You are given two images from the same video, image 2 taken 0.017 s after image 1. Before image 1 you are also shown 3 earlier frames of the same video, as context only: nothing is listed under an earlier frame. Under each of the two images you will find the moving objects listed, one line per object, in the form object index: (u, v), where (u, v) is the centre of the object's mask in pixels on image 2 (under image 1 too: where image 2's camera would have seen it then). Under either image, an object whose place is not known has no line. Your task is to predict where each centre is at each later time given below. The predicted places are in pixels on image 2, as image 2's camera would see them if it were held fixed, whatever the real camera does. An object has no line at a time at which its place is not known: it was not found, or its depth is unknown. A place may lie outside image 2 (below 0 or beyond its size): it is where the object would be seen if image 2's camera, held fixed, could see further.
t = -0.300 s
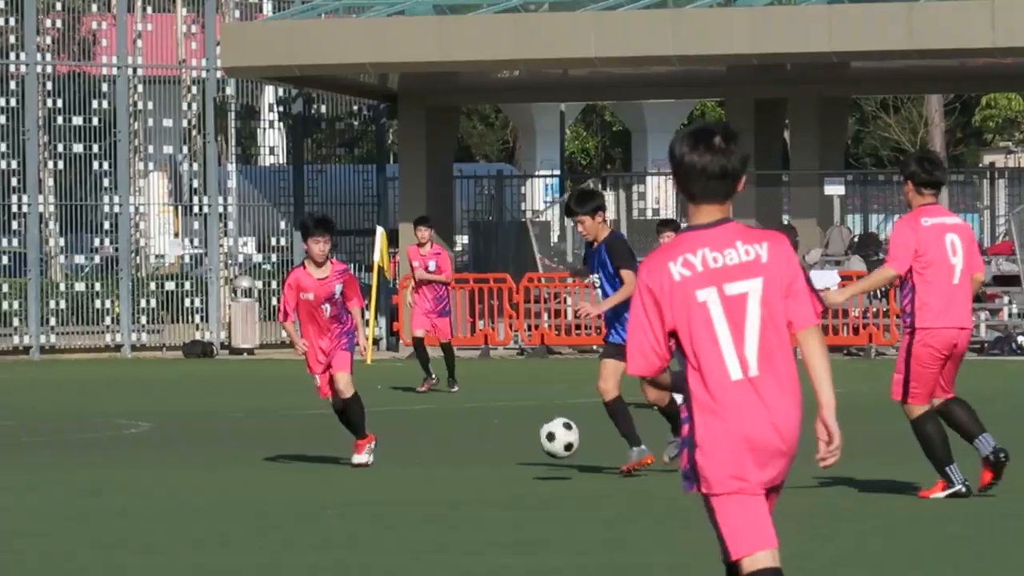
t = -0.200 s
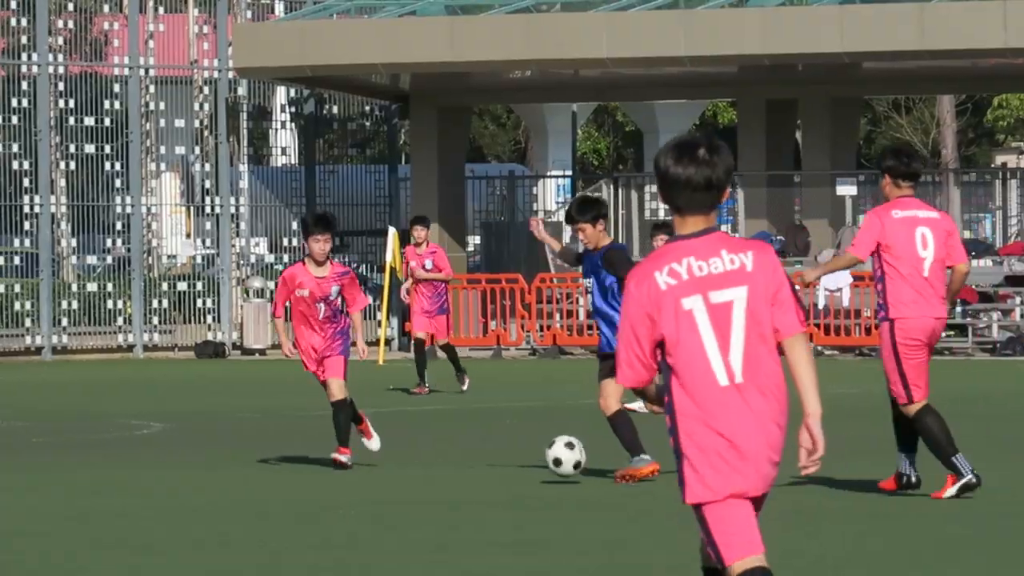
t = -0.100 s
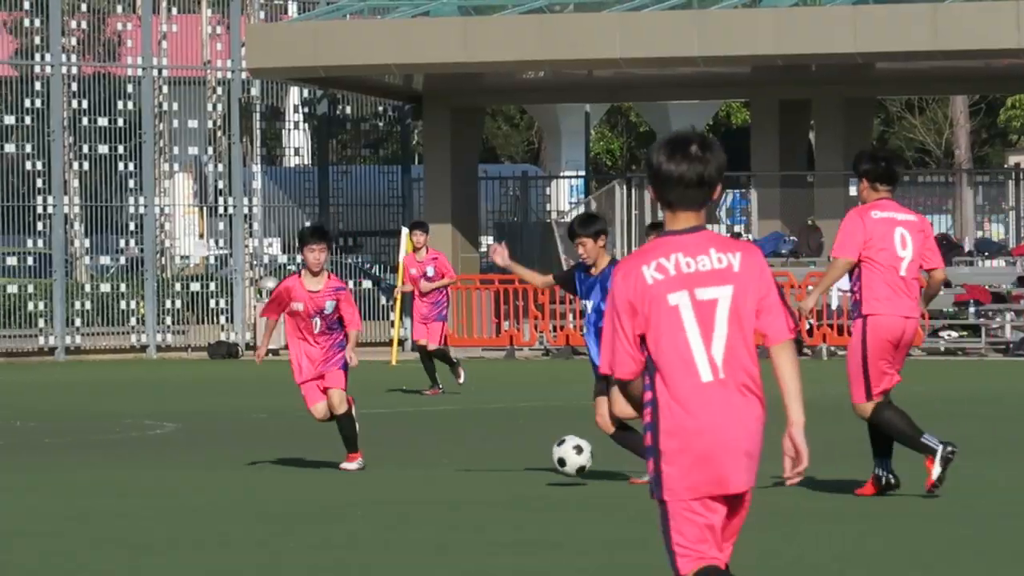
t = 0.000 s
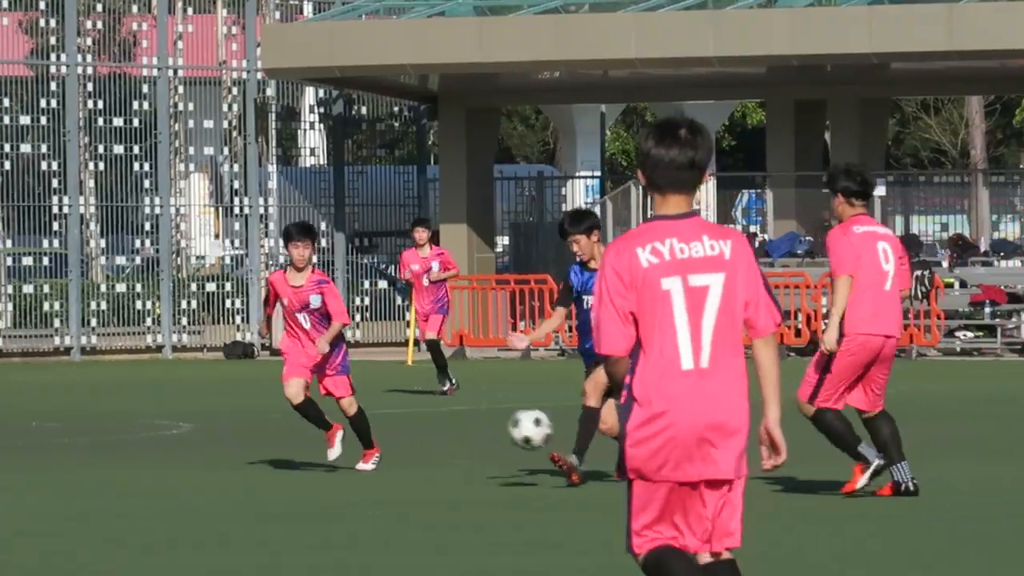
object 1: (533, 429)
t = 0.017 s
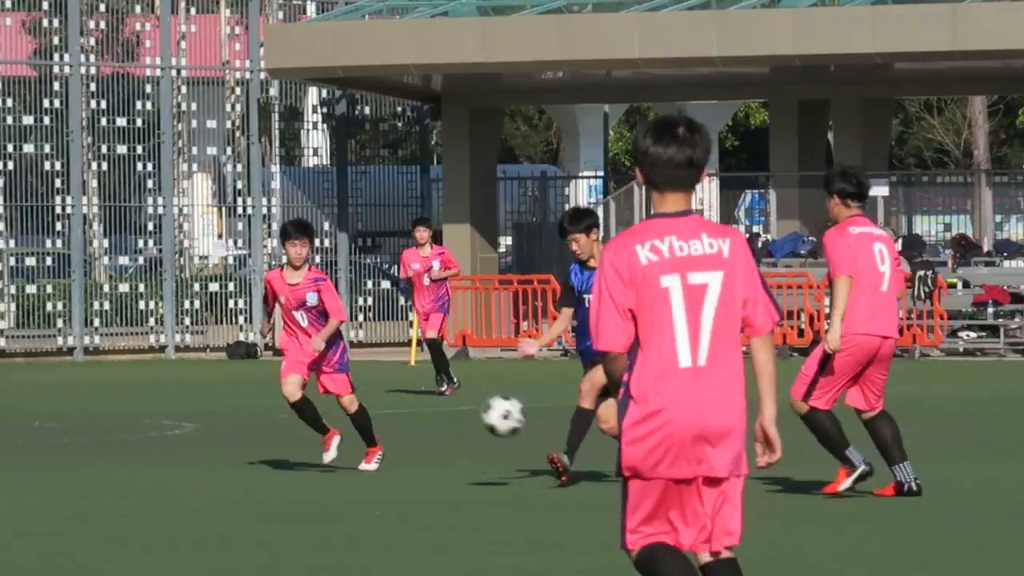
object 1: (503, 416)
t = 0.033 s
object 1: (473, 402)
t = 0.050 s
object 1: (443, 391)
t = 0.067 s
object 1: (412, 380)
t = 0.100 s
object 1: (353, 357)
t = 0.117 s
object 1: (323, 347)
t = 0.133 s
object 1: (294, 337)
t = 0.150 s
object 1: (264, 327)
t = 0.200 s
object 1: (170, 304)
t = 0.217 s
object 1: (142, 296)
